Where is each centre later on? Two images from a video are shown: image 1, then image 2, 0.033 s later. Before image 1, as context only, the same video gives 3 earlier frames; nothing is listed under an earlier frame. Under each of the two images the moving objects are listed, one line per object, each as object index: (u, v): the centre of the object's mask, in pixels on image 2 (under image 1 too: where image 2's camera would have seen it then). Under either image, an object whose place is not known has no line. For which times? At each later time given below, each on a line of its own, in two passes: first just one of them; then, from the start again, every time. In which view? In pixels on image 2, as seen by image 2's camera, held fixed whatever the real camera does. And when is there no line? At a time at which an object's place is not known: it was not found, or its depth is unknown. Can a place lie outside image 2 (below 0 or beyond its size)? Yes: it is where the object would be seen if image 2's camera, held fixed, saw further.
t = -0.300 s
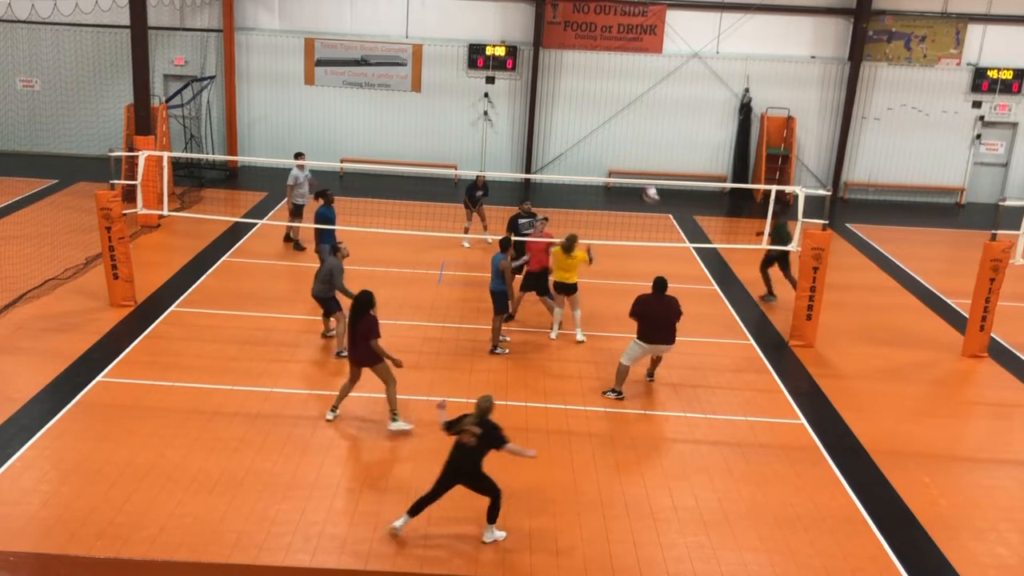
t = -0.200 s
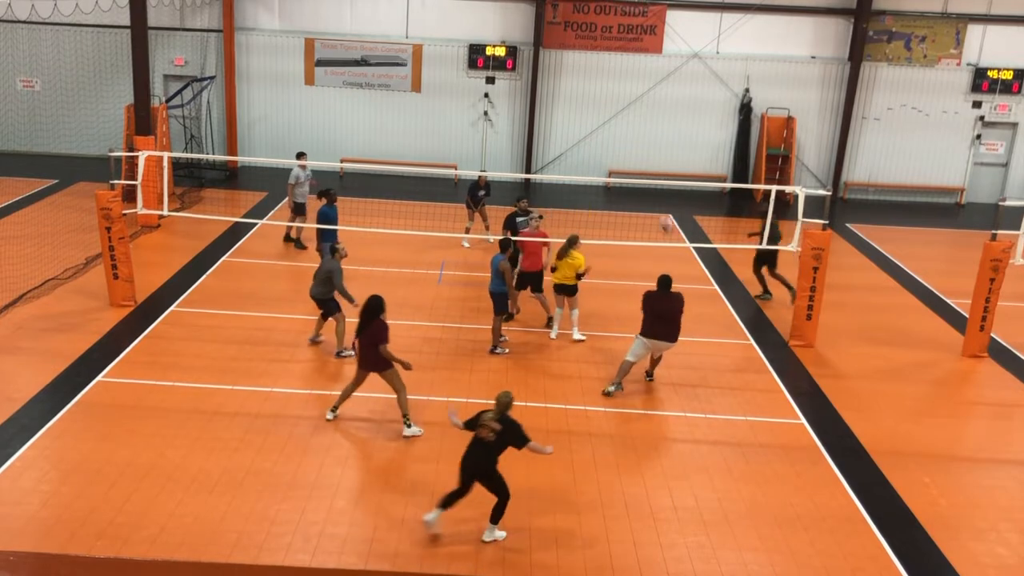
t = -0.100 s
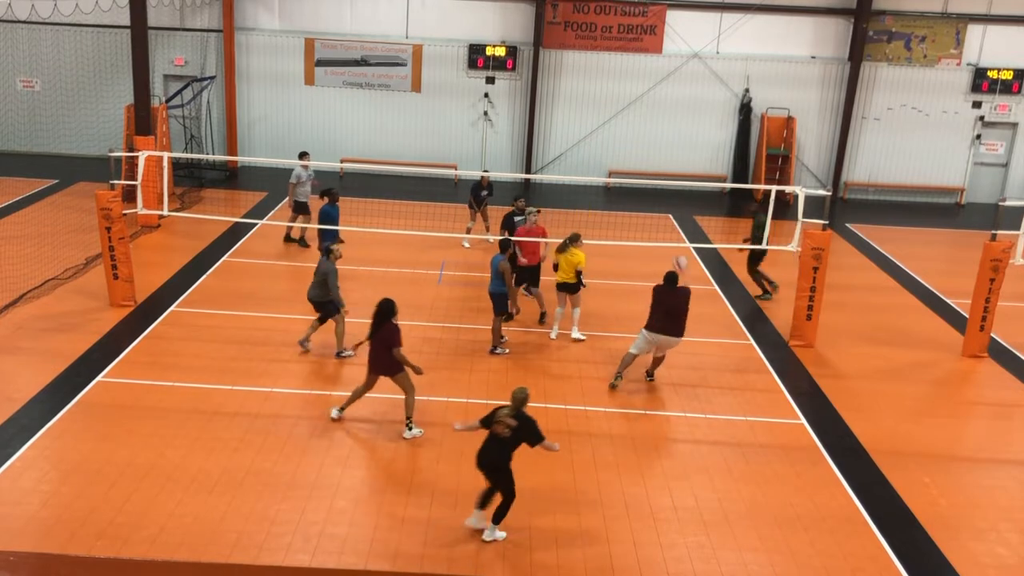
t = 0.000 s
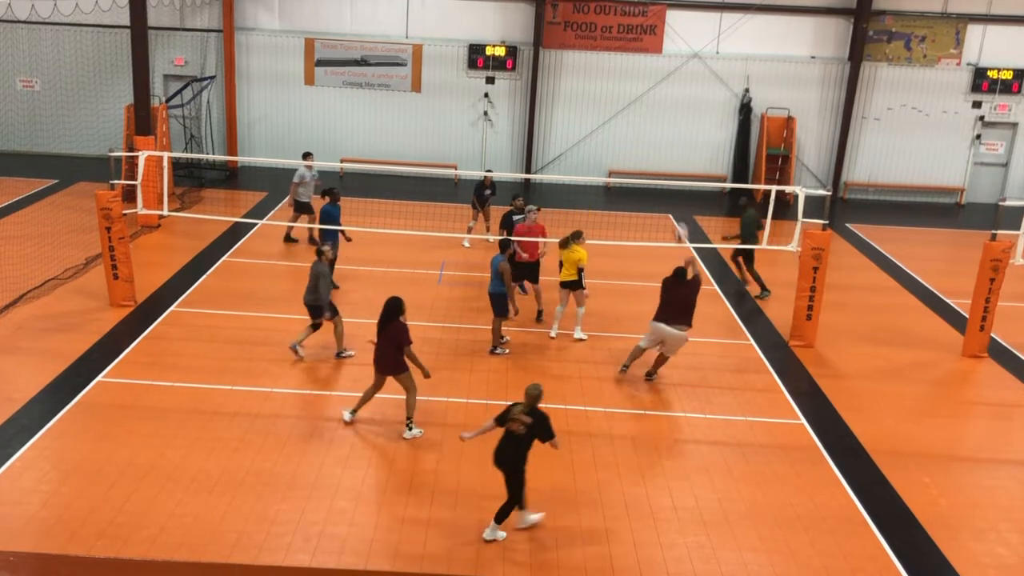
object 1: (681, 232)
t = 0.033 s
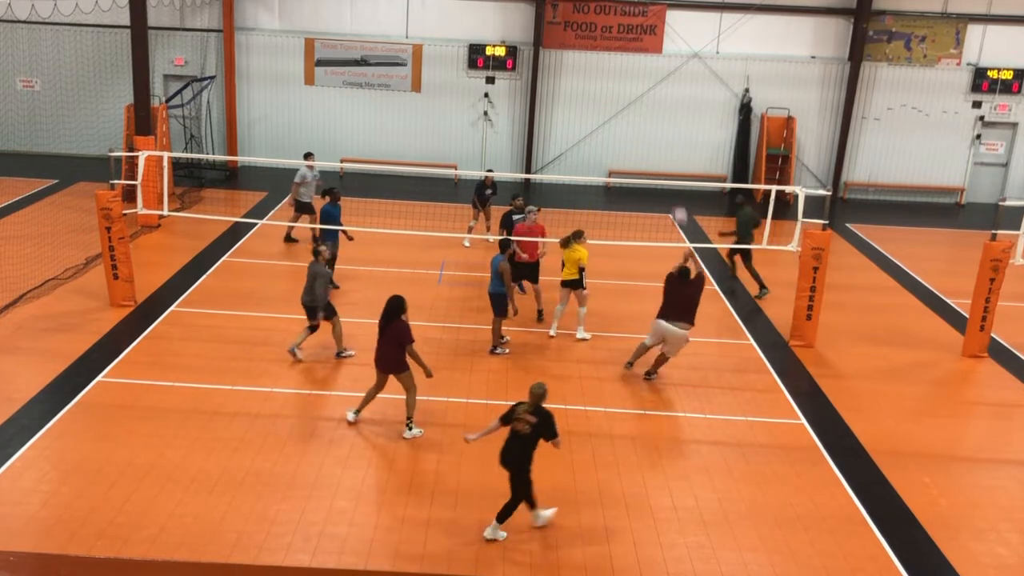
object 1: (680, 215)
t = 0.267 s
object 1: (664, 117)
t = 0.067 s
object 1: (677, 200)
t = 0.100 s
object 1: (675, 186)
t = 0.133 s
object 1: (672, 168)
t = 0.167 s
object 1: (670, 155)
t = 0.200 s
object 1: (668, 141)
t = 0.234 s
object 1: (666, 129)
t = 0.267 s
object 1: (664, 117)
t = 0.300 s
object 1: (661, 106)
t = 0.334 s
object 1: (658, 95)
